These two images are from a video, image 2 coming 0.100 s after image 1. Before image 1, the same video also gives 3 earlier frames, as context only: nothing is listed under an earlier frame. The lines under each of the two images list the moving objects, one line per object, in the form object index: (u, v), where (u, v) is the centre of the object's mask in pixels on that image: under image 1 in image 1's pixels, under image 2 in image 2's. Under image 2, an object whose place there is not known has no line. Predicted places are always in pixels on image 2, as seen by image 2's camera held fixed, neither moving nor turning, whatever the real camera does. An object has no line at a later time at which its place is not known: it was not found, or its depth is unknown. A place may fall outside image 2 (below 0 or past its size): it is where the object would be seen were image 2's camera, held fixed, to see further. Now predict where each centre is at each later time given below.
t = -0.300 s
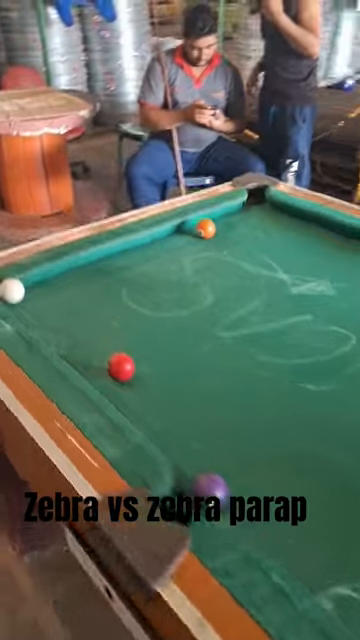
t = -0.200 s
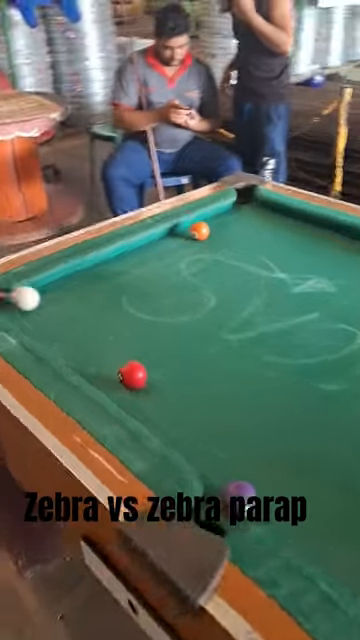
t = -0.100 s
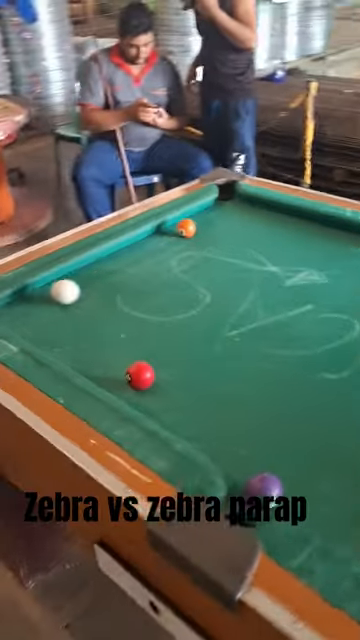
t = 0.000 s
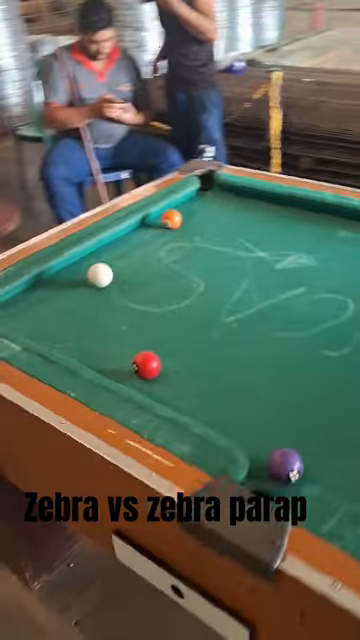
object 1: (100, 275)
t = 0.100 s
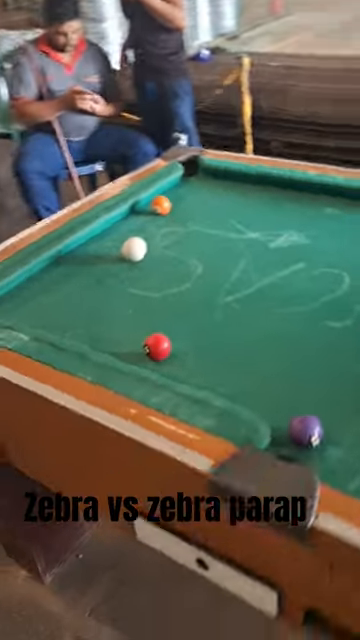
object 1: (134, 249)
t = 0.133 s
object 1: (146, 244)
